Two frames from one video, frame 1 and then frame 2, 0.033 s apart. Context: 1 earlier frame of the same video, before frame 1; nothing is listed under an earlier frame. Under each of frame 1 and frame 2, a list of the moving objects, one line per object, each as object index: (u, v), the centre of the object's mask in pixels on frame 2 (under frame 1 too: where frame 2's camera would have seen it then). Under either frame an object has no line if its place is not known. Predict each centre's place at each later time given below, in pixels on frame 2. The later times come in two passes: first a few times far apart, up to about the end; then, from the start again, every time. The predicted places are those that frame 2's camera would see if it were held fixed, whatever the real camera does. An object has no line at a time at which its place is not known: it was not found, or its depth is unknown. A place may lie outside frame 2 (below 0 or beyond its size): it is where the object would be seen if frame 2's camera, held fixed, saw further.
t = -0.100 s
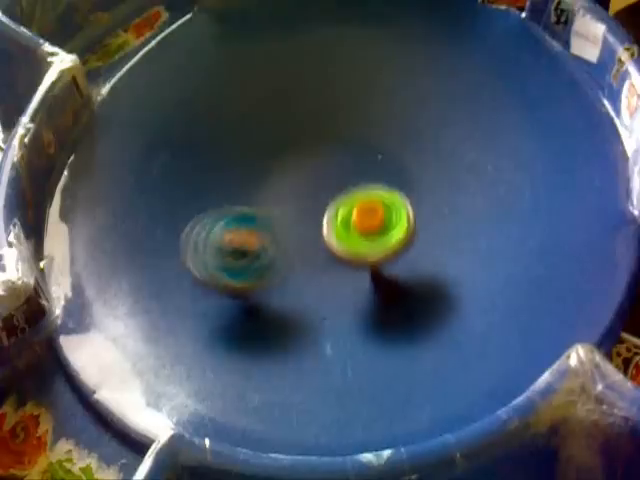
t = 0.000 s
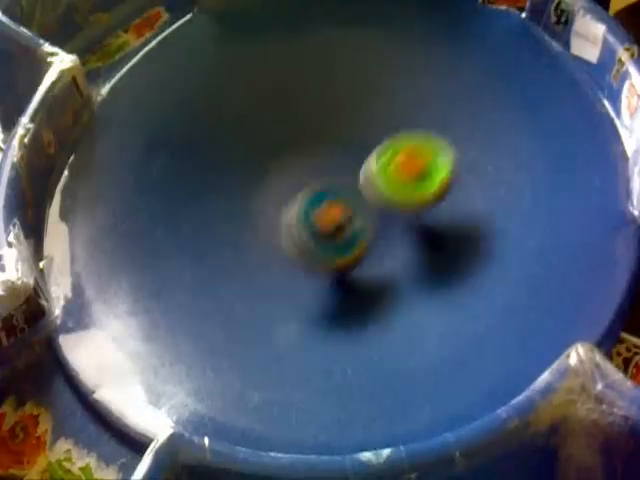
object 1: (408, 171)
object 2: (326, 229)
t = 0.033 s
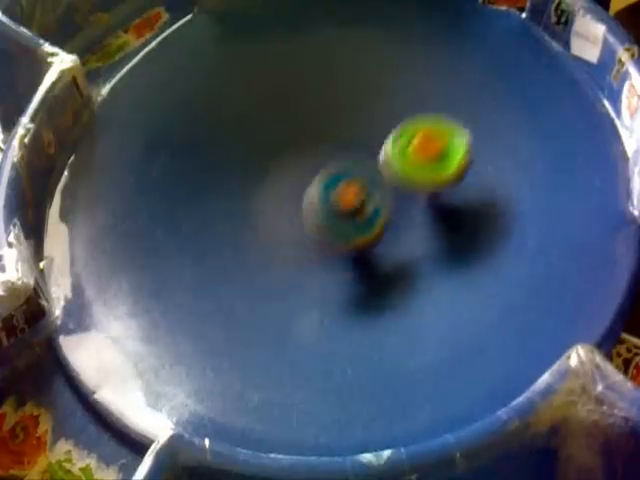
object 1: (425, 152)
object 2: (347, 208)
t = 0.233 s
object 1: (465, 87)
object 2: (384, 86)
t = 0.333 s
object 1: (453, 90)
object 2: (359, 29)
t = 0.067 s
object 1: (436, 134)
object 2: (362, 186)
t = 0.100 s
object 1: (441, 117)
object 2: (375, 165)
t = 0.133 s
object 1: (449, 105)
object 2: (385, 145)
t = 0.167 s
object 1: (451, 93)
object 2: (393, 129)
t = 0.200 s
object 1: (458, 88)
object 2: (389, 104)
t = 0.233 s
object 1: (465, 87)
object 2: (384, 86)
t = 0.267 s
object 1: (465, 87)
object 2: (378, 67)
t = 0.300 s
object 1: (460, 88)
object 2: (370, 46)
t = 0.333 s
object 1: (453, 90)
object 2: (359, 29)
